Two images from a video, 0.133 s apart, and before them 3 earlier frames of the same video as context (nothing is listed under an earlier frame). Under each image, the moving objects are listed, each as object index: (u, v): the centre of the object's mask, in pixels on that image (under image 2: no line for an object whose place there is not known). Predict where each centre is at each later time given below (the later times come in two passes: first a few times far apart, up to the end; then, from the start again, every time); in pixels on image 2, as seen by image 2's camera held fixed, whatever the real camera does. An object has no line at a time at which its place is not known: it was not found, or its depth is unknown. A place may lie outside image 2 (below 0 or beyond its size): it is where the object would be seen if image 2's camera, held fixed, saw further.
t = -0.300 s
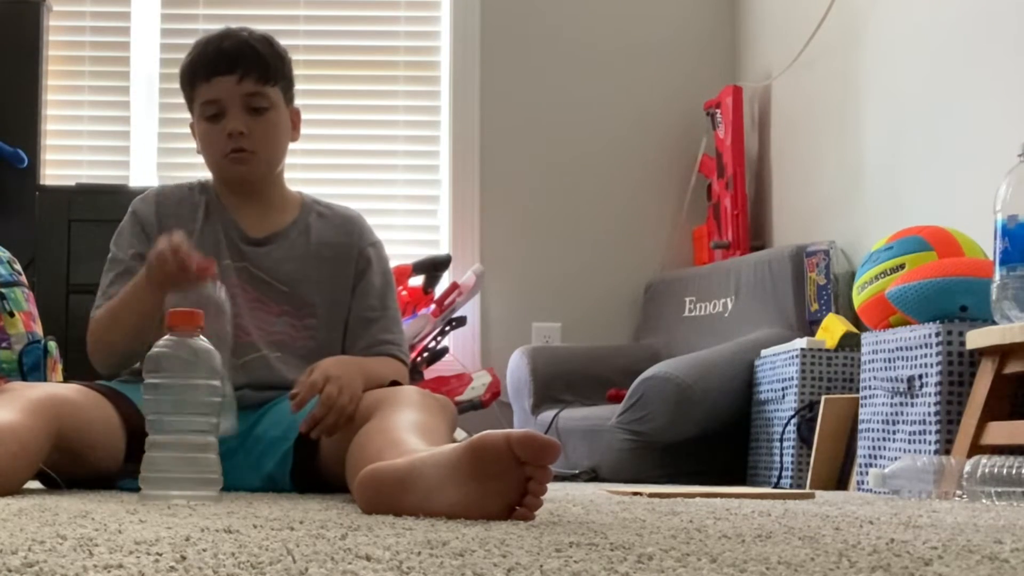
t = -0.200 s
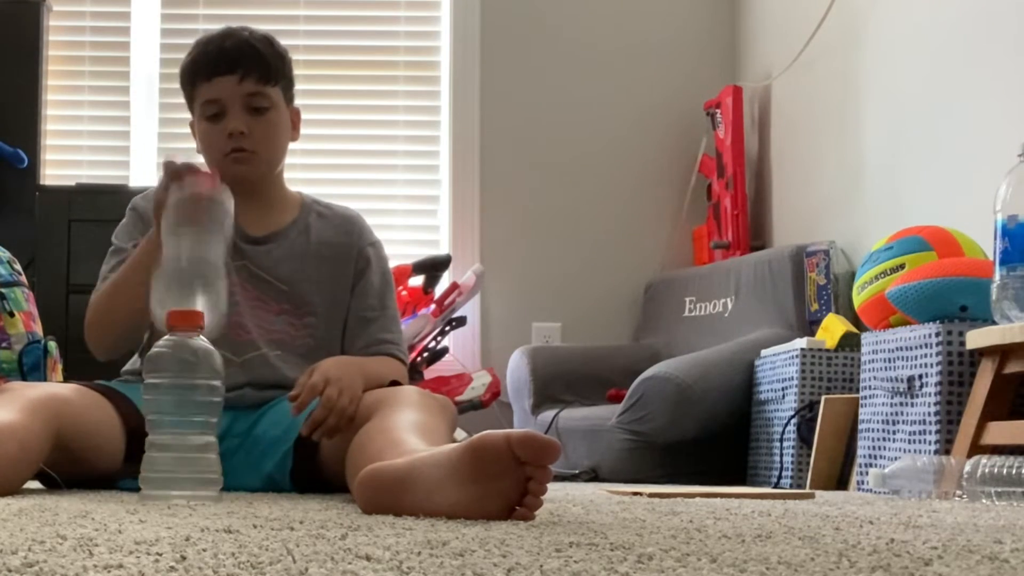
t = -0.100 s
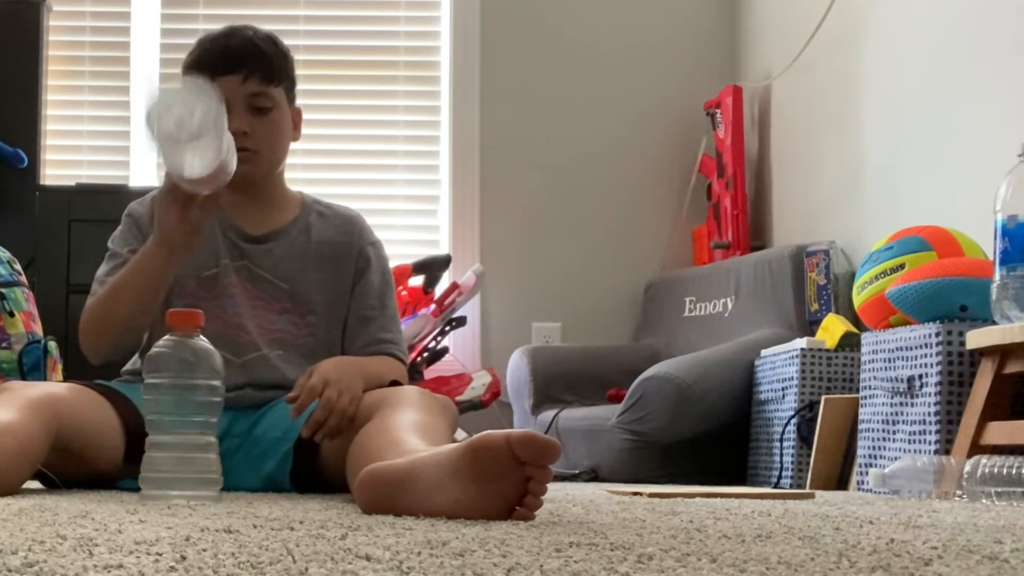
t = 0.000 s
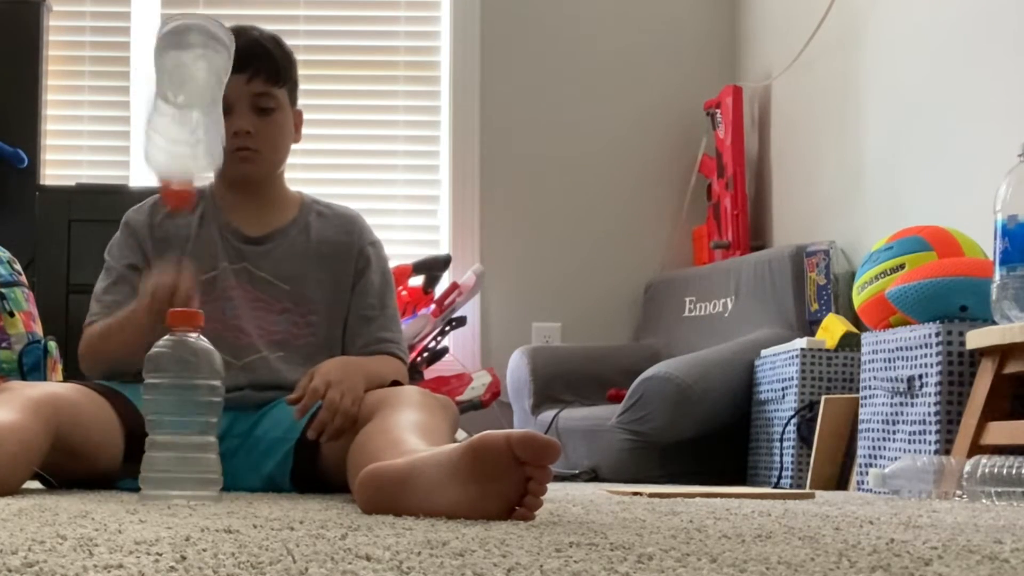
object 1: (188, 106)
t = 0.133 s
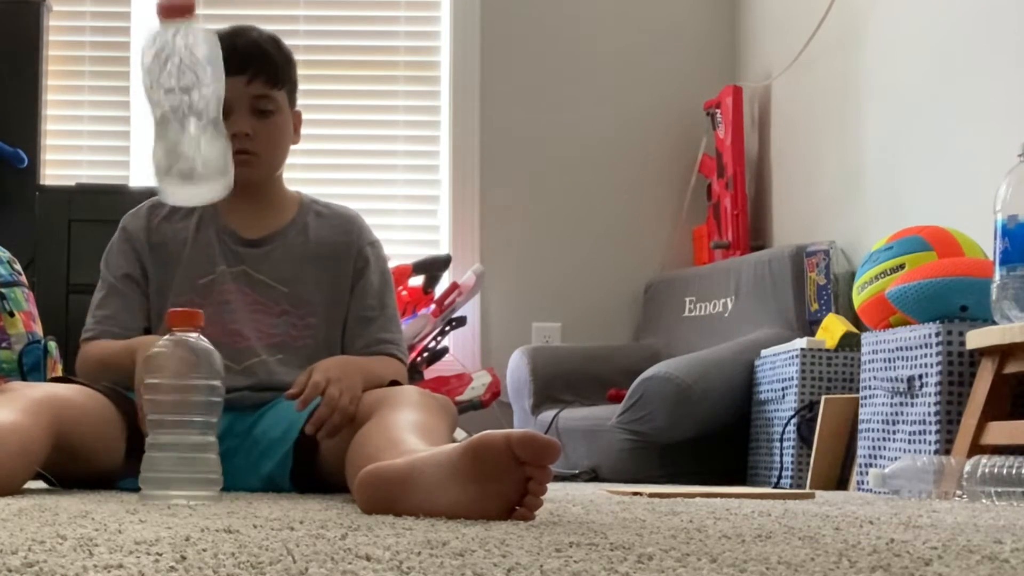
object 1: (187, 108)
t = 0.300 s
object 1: (184, 227)
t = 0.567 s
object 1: (181, 225)
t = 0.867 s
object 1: (181, 226)
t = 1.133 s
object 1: (181, 226)
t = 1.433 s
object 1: (181, 225)
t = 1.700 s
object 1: (181, 225)
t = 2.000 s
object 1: (181, 225)
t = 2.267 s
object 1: (181, 225)
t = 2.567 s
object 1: (181, 225)
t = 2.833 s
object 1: (181, 225)
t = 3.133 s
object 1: (181, 225)
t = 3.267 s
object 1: (181, 225)
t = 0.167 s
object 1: (187, 148)
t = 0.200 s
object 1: (187, 201)
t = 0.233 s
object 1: (184, 231)
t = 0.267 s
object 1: (184, 222)
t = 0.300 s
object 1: (184, 227)
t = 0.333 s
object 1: (185, 226)
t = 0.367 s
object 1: (186, 226)
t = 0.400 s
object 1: (185, 226)
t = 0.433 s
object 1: (183, 226)
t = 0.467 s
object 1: (182, 226)
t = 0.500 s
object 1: (181, 226)
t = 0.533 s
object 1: (180, 226)
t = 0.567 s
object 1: (181, 225)
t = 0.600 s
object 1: (181, 225)
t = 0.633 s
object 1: (181, 225)
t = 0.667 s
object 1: (181, 225)
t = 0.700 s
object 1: (180, 225)
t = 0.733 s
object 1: (180, 225)
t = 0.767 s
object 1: (181, 226)
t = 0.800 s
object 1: (181, 225)
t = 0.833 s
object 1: (181, 225)
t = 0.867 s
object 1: (181, 226)
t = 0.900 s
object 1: (181, 225)
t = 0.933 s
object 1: (180, 225)
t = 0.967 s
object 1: (181, 225)
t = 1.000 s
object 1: (181, 225)
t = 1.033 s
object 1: (181, 225)
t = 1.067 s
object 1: (181, 226)
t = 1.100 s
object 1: (181, 225)
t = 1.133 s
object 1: (181, 226)
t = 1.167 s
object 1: (181, 225)
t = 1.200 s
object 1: (181, 225)
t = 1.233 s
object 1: (181, 225)
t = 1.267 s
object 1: (181, 225)
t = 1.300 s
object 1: (180, 225)
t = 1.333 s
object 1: (181, 225)
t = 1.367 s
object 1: (181, 226)
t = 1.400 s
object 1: (181, 225)
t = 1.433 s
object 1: (181, 225)
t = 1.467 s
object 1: (181, 225)
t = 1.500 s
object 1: (181, 225)
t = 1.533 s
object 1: (181, 225)
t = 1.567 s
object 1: (181, 225)
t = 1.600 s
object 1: (181, 225)
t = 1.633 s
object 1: (181, 225)
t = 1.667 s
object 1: (181, 225)
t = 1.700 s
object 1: (181, 225)
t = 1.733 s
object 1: (181, 225)
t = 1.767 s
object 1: (181, 225)
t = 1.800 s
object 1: (181, 225)
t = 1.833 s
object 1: (181, 225)
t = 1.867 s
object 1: (181, 225)
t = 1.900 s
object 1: (181, 225)
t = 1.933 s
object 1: (181, 225)
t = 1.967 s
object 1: (181, 225)
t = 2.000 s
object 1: (181, 225)
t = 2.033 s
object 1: (181, 225)
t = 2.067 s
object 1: (181, 225)
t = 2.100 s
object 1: (181, 225)
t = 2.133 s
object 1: (181, 225)
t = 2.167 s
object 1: (181, 225)
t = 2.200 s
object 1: (181, 225)
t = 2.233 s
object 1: (181, 225)
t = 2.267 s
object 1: (181, 225)
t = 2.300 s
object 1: (181, 225)
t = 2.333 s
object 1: (181, 225)
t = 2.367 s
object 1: (181, 225)
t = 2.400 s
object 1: (181, 225)
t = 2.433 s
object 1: (181, 225)
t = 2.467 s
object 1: (181, 225)
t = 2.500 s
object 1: (181, 225)
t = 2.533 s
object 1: (181, 225)
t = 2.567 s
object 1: (181, 225)
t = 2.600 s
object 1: (181, 225)
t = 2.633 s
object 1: (181, 225)
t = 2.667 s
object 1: (181, 225)
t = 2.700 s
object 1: (181, 225)
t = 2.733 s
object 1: (181, 225)
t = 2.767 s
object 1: (181, 225)
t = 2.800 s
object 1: (181, 225)
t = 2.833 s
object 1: (181, 225)
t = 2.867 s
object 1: (181, 225)
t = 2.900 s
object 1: (181, 225)
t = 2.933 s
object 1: (181, 225)
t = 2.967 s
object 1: (181, 225)
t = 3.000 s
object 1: (181, 225)
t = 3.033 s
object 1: (181, 225)
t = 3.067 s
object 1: (181, 225)
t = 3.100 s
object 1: (181, 225)
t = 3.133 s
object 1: (181, 225)
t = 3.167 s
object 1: (181, 225)
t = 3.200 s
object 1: (181, 225)
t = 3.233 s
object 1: (181, 225)
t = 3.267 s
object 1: (181, 225)
